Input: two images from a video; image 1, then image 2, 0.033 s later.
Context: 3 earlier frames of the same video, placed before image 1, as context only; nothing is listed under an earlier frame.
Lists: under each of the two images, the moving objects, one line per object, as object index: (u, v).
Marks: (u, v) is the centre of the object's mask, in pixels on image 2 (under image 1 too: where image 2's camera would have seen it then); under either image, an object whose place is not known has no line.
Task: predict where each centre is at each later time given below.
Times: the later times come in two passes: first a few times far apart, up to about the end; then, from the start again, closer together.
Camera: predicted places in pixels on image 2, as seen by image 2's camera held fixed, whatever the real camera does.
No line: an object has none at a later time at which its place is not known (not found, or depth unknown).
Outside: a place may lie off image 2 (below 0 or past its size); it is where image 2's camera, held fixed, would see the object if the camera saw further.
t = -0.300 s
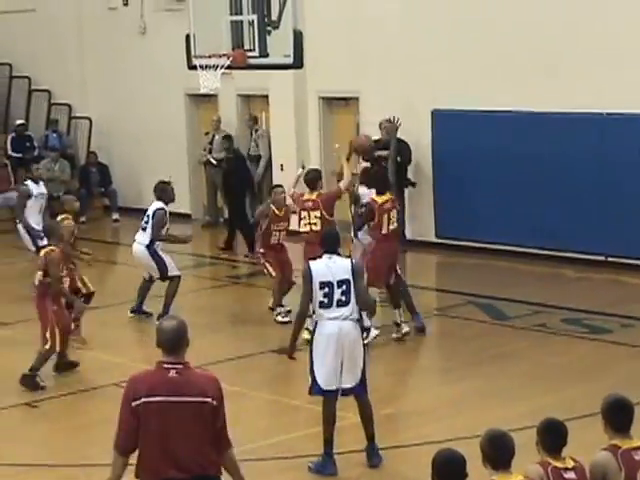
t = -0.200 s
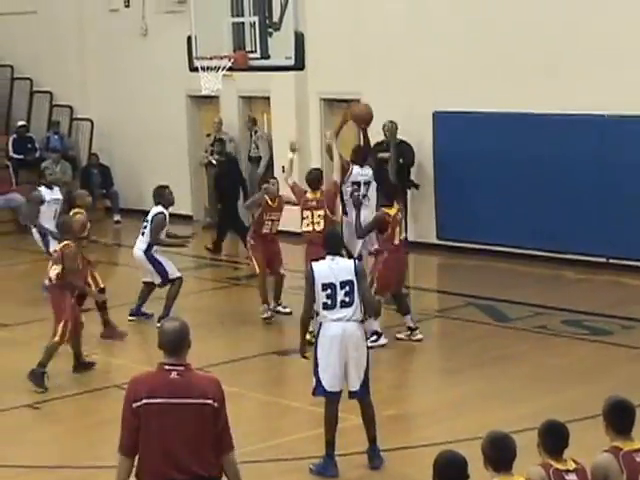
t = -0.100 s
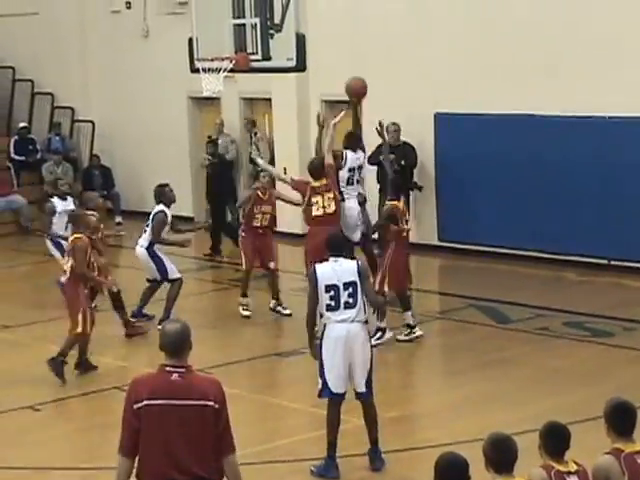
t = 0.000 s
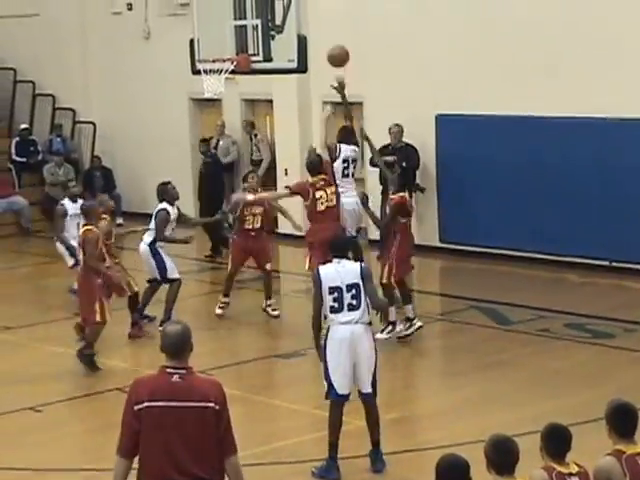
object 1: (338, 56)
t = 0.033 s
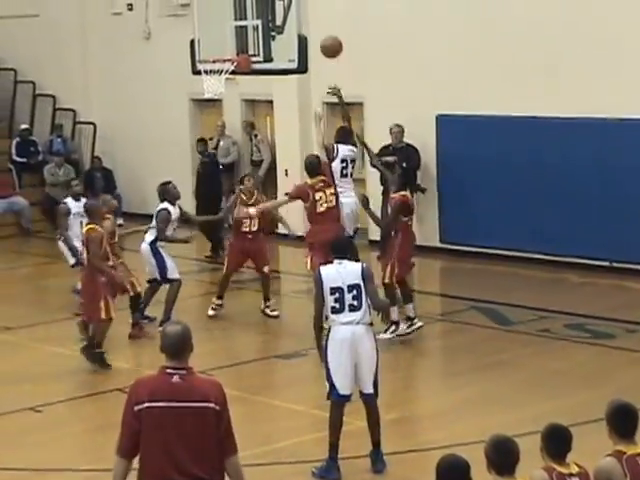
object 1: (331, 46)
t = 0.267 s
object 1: (283, 7)
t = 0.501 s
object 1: (238, 18)
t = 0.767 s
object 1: (214, 64)
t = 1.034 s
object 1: (231, 82)
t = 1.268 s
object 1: (217, 105)
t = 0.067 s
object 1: (324, 38)
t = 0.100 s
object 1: (317, 30)
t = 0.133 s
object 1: (310, 24)
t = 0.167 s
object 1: (303, 18)
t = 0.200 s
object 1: (296, 13)
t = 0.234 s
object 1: (290, 10)
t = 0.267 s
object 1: (283, 7)
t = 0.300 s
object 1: (277, 6)
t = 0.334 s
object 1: (270, 5)
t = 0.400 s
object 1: (258, 5)
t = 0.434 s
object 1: (251, 9)
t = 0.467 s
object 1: (244, 13)
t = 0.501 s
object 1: (238, 18)
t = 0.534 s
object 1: (232, 23)
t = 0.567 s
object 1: (226, 30)
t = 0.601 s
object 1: (221, 37)
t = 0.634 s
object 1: (215, 46)
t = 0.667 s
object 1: (210, 54)
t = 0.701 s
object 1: (211, 57)
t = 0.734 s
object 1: (213, 61)
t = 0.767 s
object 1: (214, 64)
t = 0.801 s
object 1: (218, 68)
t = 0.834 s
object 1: (223, 73)
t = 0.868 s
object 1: (226, 75)
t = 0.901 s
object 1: (231, 77)
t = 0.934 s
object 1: (232, 78)
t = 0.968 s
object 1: (233, 81)
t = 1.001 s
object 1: (232, 82)
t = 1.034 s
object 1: (231, 82)
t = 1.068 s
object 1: (230, 84)
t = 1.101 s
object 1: (227, 87)
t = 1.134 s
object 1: (225, 87)
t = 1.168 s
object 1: (223, 91)
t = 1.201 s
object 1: (221, 97)
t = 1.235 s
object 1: (219, 100)
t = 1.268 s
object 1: (217, 105)
